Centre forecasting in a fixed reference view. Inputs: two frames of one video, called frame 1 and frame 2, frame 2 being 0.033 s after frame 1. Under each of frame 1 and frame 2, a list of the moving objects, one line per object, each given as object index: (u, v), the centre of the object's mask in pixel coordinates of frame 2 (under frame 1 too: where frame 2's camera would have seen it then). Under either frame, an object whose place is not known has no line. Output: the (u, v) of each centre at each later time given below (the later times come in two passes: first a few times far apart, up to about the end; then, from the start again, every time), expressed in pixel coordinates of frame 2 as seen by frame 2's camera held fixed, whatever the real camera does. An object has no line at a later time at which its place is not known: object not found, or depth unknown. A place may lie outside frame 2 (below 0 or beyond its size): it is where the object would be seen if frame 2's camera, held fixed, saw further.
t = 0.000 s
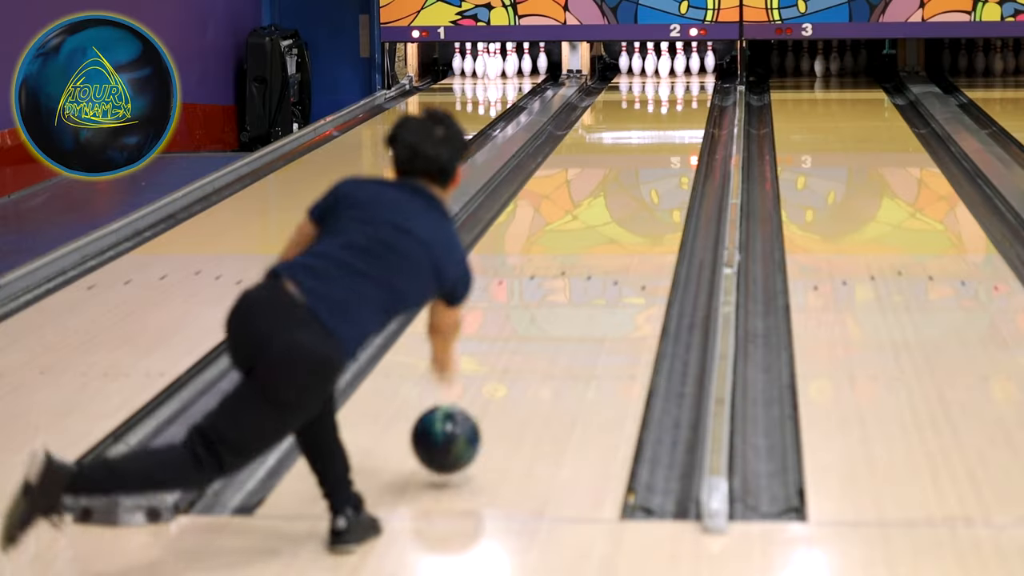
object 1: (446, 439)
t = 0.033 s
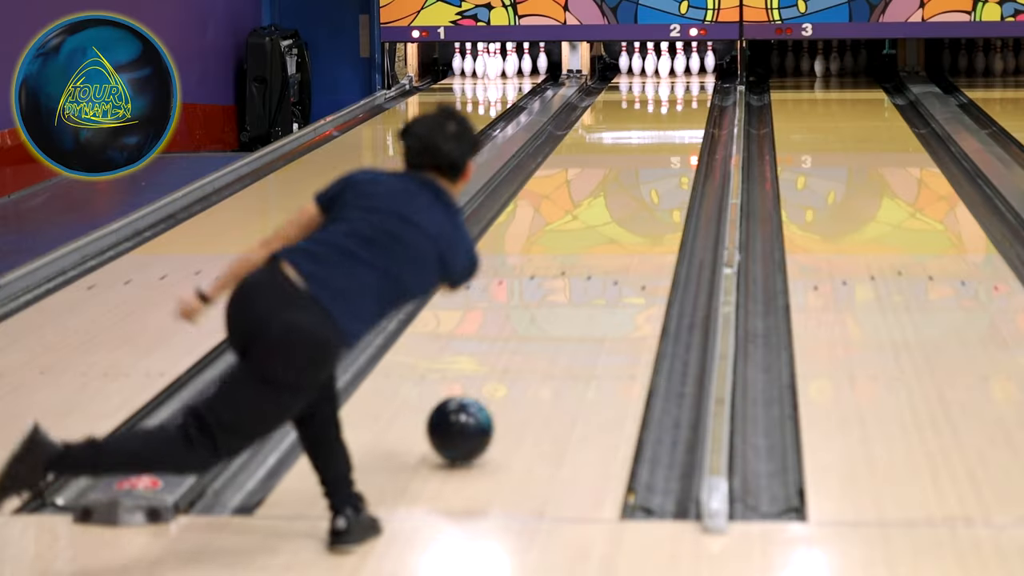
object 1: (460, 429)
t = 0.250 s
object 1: (532, 336)
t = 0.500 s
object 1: (587, 261)
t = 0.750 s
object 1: (625, 208)
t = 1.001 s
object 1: (651, 169)
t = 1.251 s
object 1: (670, 140)
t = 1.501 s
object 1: (682, 116)
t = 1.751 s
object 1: (689, 98)
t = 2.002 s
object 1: (687, 82)
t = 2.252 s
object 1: (676, 71)
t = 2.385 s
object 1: (677, 66)
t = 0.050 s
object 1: (467, 424)
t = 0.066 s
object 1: (473, 414)
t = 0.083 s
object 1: (479, 405)
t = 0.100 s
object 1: (485, 398)
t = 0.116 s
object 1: (491, 391)
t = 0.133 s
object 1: (497, 383)
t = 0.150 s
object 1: (502, 376)
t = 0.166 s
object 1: (508, 368)
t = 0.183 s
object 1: (513, 362)
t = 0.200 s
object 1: (518, 355)
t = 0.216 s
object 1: (523, 348)
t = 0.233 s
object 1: (528, 342)
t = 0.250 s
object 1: (532, 336)
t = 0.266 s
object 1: (536, 330)
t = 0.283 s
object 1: (541, 324)
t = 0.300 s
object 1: (545, 318)
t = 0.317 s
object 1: (549, 313)
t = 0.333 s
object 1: (553, 308)
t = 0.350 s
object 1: (556, 302)
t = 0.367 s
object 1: (560, 297)
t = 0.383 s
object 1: (564, 292)
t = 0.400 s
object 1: (568, 287)
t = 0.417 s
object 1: (571, 282)
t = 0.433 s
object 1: (574, 278)
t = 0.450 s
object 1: (577, 274)
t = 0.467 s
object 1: (581, 269)
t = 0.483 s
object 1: (584, 265)
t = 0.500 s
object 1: (587, 261)
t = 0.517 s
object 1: (590, 257)
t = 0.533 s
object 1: (593, 253)
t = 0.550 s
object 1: (595, 249)
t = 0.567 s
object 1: (598, 245)
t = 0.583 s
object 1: (601, 241)
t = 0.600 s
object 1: (603, 238)
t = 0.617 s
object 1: (606, 234)
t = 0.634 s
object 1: (609, 231)
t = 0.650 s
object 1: (611, 227)
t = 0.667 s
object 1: (614, 224)
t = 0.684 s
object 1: (616, 221)
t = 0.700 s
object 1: (618, 217)
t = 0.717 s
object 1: (620, 214)
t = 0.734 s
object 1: (622, 211)
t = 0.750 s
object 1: (625, 208)
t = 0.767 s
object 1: (626, 205)
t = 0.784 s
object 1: (628, 202)
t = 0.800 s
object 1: (630, 199)
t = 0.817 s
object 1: (632, 197)
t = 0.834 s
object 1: (634, 194)
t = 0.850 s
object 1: (636, 191)
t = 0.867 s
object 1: (638, 188)
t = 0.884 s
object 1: (640, 186)
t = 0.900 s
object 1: (642, 183)
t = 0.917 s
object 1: (643, 181)
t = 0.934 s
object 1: (645, 178)
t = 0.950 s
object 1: (646, 176)
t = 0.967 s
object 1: (648, 174)
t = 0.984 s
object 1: (650, 171)
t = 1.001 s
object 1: (651, 169)
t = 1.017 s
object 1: (653, 167)
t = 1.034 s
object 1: (654, 165)
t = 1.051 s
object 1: (656, 162)
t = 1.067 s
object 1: (657, 160)
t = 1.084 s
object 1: (658, 158)
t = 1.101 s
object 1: (660, 156)
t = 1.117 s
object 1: (661, 154)
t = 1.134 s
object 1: (662, 152)
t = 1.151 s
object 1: (663, 151)
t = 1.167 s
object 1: (665, 149)
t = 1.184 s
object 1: (666, 147)
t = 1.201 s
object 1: (667, 145)
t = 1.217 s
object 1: (668, 143)
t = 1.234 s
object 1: (669, 141)
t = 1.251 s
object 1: (670, 140)
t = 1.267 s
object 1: (671, 138)
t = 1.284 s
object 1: (672, 136)
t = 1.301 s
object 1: (673, 135)
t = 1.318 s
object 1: (674, 133)
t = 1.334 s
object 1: (675, 131)
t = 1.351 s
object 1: (676, 130)
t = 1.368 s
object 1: (676, 128)
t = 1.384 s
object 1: (677, 127)
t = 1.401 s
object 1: (678, 125)
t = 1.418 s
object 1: (679, 124)
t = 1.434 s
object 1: (679, 122)
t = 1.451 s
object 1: (680, 121)
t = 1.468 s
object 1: (681, 119)
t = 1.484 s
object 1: (682, 118)
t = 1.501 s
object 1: (682, 116)
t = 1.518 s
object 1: (683, 115)
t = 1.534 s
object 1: (683, 114)
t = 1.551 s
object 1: (684, 112)
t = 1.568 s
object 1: (685, 111)
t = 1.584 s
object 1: (685, 110)
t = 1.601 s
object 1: (685, 108)
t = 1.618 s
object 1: (686, 108)
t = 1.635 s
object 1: (686, 106)
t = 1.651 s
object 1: (687, 105)
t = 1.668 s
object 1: (687, 104)
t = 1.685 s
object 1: (688, 102)
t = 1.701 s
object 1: (688, 101)
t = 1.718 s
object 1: (688, 100)
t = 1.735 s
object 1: (688, 99)
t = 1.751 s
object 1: (689, 98)
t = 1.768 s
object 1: (689, 97)
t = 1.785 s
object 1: (689, 95)
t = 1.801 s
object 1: (689, 94)
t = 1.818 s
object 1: (689, 93)
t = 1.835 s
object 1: (689, 92)
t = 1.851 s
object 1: (689, 91)
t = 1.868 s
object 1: (689, 90)
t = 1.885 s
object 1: (689, 89)
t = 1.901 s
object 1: (688, 88)
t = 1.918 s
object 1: (688, 87)
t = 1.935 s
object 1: (688, 86)
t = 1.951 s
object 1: (688, 85)
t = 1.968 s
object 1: (688, 84)
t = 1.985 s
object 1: (687, 83)
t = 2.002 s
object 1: (687, 82)
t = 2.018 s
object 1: (686, 82)
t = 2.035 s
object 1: (686, 81)
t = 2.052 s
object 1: (685, 80)
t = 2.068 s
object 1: (684, 79)
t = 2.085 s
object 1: (684, 78)
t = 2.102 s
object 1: (683, 78)
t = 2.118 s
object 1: (682, 77)
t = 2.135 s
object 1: (682, 76)
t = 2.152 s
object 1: (681, 75)
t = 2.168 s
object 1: (680, 74)
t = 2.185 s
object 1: (679, 74)
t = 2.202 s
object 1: (679, 73)
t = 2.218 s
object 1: (678, 72)
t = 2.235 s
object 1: (677, 71)
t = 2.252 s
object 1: (676, 71)
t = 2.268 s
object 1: (676, 70)
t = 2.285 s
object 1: (675, 69)
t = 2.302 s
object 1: (674, 69)
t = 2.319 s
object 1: (675, 68)
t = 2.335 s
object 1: (675, 67)
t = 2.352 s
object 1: (676, 67)
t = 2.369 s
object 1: (677, 66)
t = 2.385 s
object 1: (677, 66)
